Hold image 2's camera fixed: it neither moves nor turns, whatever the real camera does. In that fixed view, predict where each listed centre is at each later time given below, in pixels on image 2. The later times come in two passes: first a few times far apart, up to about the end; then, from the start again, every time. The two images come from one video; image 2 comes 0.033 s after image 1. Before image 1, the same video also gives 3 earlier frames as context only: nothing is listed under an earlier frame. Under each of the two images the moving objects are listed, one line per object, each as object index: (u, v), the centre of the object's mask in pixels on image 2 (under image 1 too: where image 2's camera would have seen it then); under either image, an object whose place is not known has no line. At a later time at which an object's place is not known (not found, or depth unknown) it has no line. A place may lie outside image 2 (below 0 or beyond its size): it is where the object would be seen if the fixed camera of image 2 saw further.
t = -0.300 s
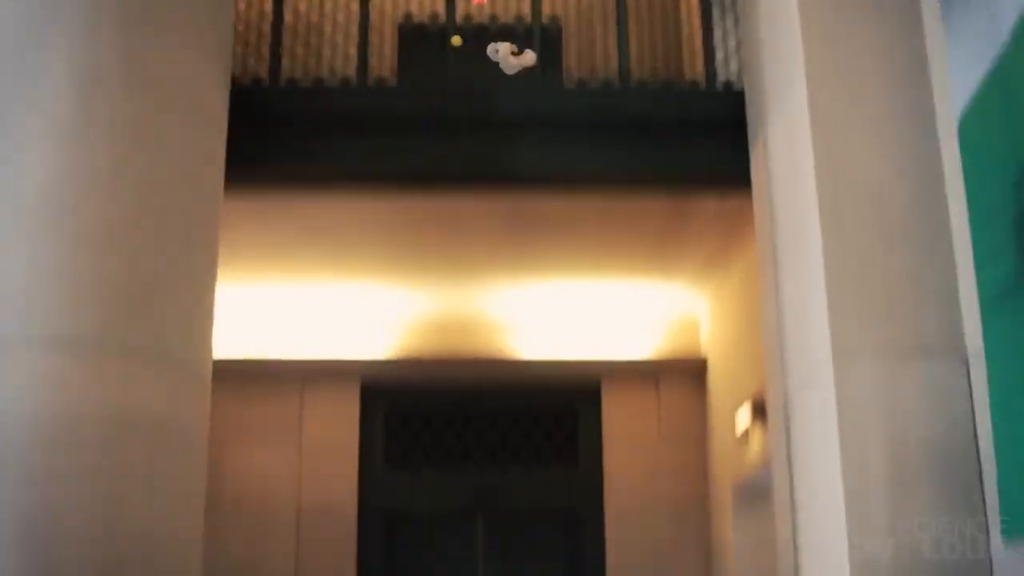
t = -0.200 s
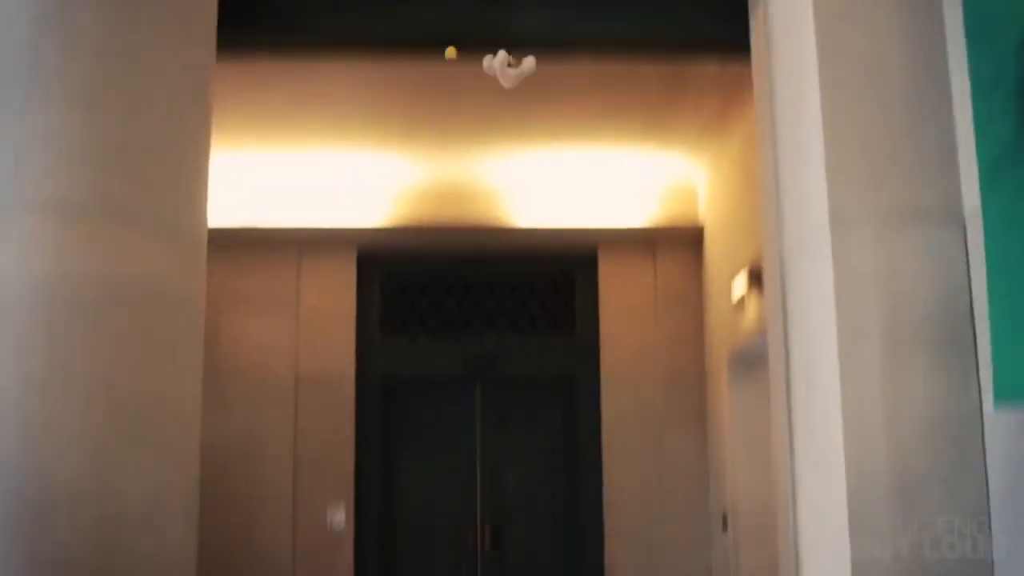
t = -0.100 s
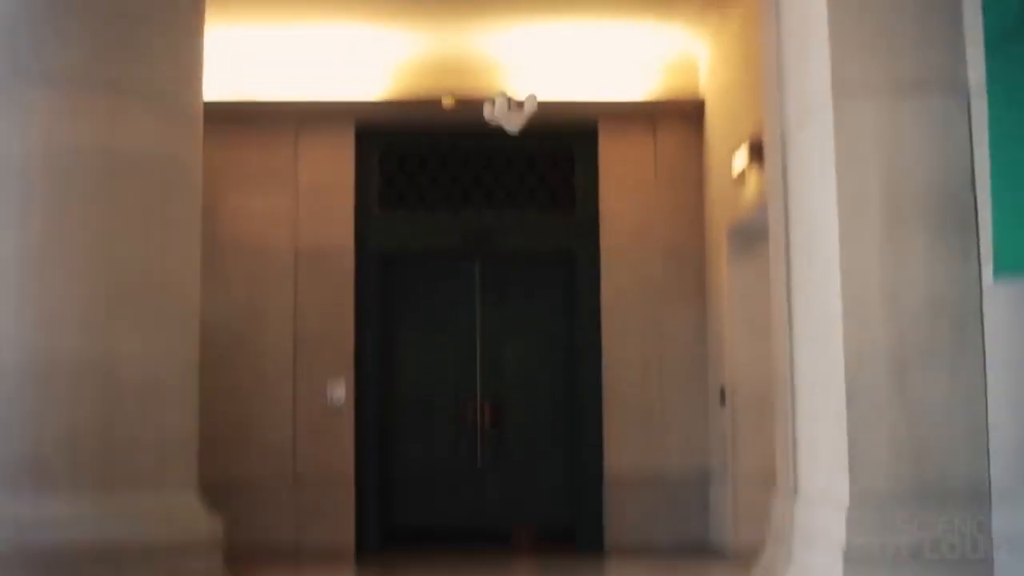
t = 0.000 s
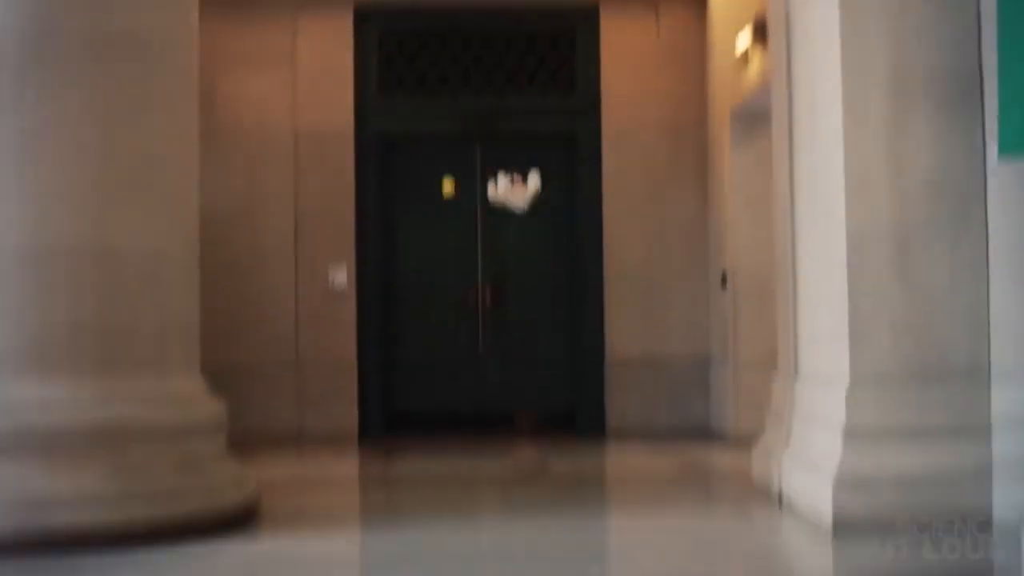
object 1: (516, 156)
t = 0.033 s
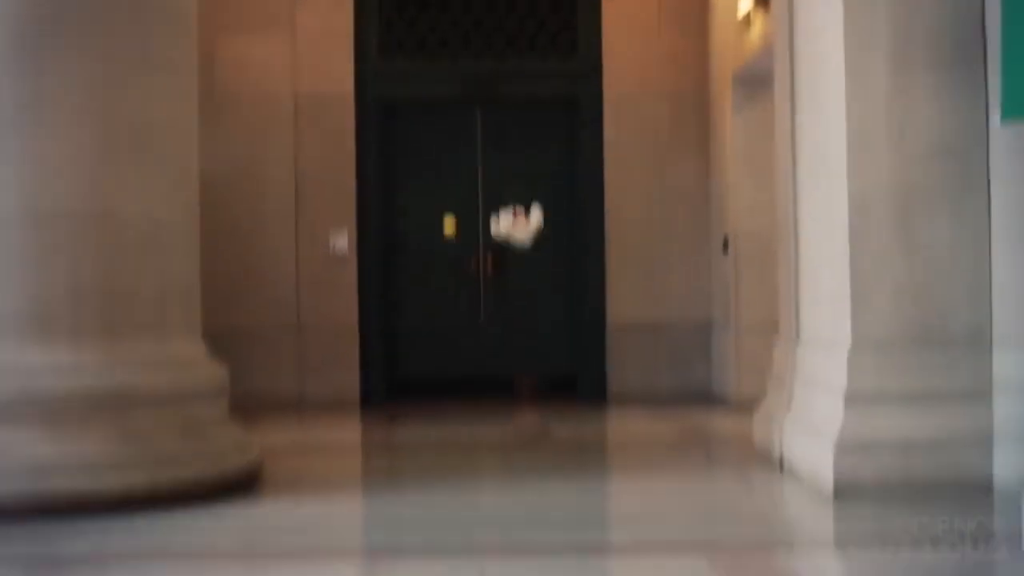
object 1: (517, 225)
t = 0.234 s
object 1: (528, 446)
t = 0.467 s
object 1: (536, 458)
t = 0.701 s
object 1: (537, 460)
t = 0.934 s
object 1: (537, 461)
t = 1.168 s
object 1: (537, 461)
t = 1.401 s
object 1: (537, 461)
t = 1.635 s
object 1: (536, 461)
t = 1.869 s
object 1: (537, 461)
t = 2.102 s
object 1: (537, 461)
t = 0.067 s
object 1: (518, 295)
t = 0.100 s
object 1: (519, 367)
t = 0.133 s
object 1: (522, 442)
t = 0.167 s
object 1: (525, 464)
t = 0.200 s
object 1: (527, 453)
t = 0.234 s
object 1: (528, 446)
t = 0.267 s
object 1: (530, 442)
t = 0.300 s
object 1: (531, 440)
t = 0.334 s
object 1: (533, 442)
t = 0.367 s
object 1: (533, 444)
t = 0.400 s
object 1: (534, 449)
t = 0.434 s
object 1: (535, 454)
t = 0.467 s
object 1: (536, 458)
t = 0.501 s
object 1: (536, 461)
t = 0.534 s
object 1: (536, 461)
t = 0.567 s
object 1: (536, 460)
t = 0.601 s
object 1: (537, 459)
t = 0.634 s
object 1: (537, 459)
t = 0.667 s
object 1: (537, 460)
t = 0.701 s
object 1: (537, 460)
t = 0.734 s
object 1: (537, 460)
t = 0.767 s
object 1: (537, 460)
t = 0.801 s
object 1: (537, 460)
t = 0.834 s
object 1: (537, 461)
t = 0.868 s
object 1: (537, 460)
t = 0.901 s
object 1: (537, 461)
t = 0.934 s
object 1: (537, 461)
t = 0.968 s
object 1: (537, 461)
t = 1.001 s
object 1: (537, 461)
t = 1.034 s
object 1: (537, 461)
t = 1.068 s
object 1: (537, 461)
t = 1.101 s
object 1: (537, 461)
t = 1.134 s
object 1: (537, 461)
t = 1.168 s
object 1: (537, 461)
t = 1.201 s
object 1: (537, 461)
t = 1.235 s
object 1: (537, 461)
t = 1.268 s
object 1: (537, 461)
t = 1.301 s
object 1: (537, 461)
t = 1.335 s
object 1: (537, 461)
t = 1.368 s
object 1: (537, 461)
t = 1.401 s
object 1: (537, 461)
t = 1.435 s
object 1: (537, 461)
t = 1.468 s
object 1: (537, 461)
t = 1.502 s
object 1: (537, 461)
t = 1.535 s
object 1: (537, 461)
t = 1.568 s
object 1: (537, 461)
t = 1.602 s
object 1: (537, 461)
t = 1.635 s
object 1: (536, 461)
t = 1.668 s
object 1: (536, 461)
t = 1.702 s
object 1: (537, 461)
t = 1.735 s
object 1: (537, 461)
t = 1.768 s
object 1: (537, 461)
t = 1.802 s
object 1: (537, 461)
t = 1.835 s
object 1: (537, 461)
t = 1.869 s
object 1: (537, 461)
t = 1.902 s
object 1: (537, 461)
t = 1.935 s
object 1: (537, 461)
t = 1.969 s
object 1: (537, 461)
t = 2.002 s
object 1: (537, 461)
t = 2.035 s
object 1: (537, 461)
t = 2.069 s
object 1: (537, 461)
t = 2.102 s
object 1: (537, 461)
